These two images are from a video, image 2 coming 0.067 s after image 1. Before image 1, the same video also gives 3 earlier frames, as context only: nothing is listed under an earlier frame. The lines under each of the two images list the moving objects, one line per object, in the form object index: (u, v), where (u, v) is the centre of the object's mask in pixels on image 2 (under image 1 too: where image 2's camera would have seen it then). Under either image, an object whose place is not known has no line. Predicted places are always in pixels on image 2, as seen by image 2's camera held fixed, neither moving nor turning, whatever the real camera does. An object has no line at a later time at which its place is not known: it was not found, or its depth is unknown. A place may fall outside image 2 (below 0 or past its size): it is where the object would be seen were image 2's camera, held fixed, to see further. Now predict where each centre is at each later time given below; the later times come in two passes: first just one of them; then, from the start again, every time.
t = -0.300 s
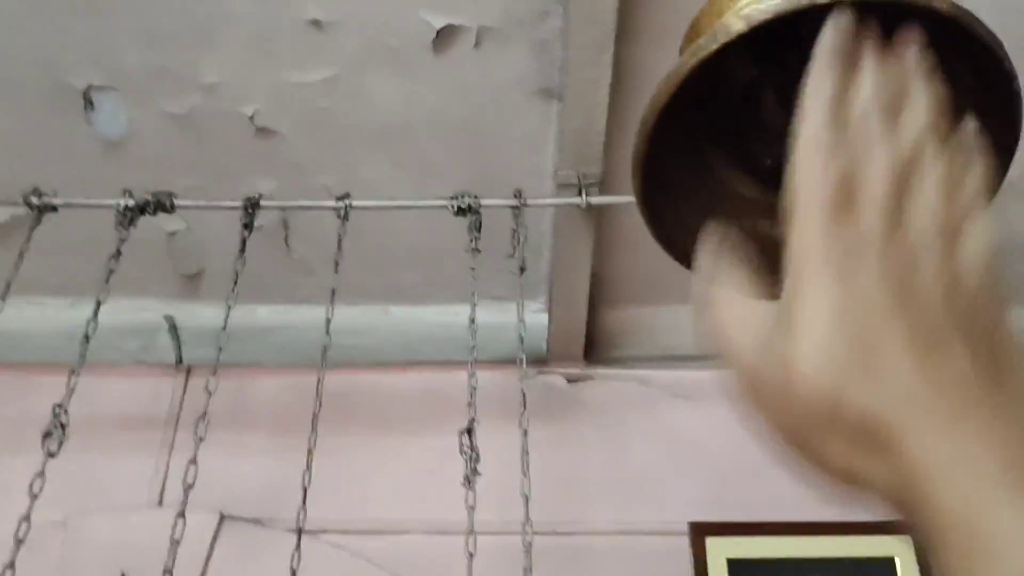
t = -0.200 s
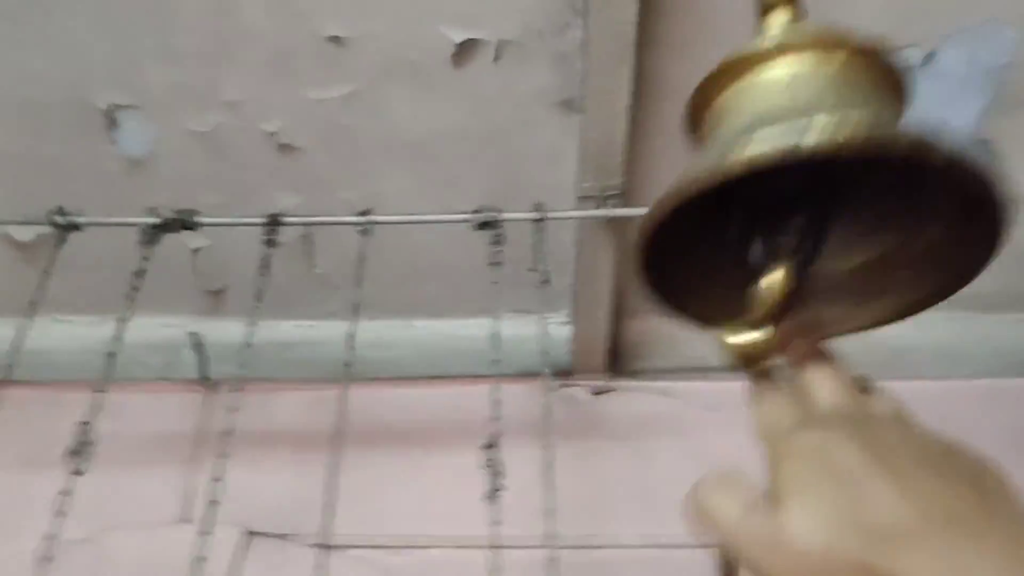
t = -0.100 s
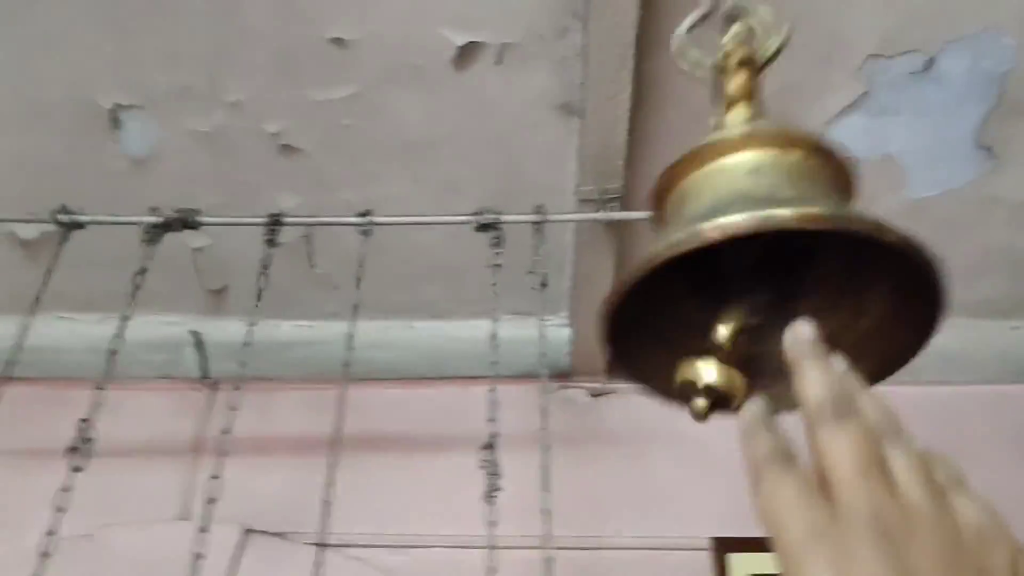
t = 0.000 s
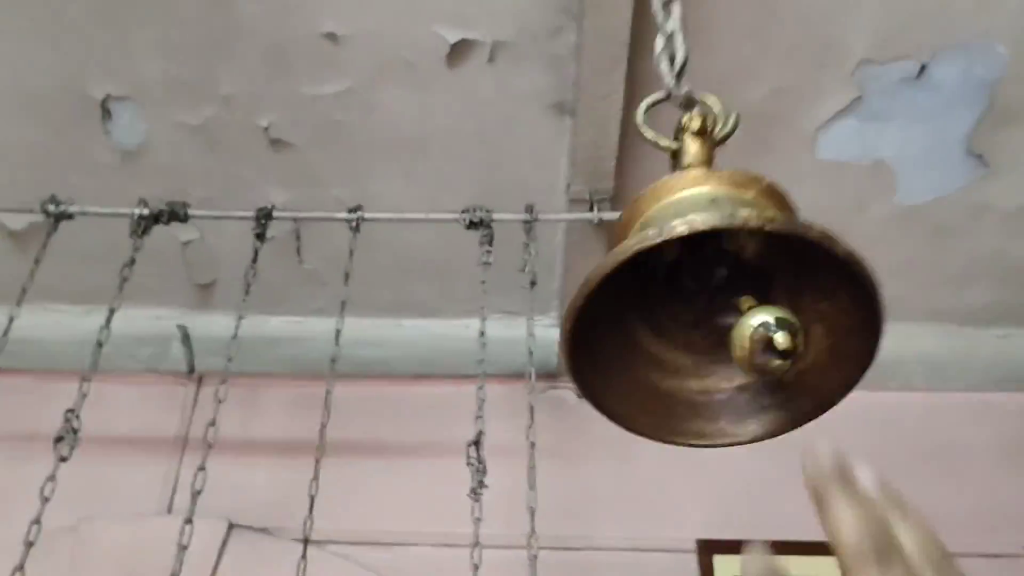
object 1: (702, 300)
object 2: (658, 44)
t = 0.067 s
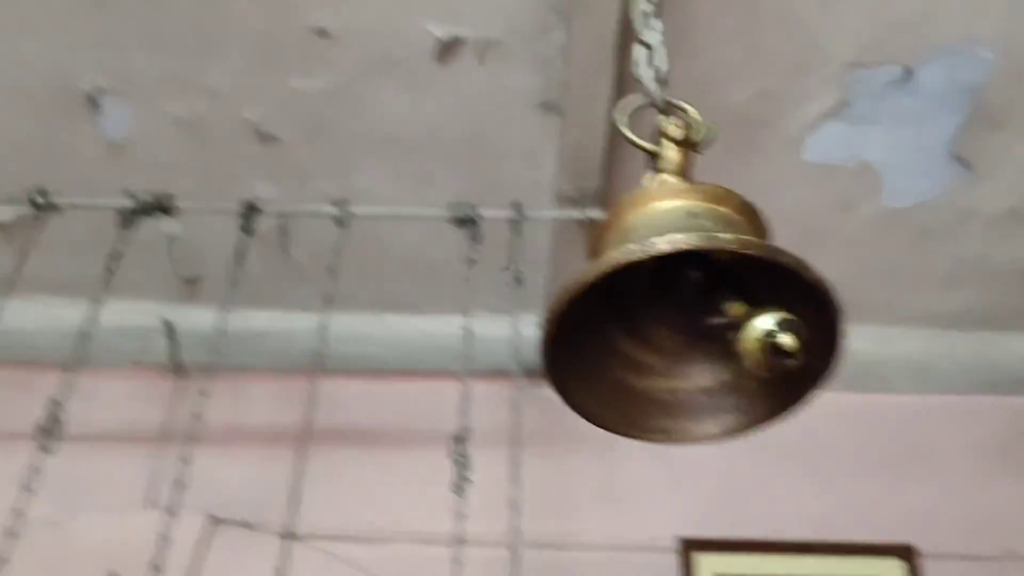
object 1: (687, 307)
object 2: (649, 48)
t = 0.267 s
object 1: (675, 343)
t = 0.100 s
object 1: (684, 310)
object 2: (647, 47)
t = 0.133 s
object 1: (682, 314)
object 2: (645, 49)
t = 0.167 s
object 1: (681, 322)
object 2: (641, 52)
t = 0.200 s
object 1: (680, 329)
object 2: (640, 55)
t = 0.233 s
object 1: (678, 337)
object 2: (641, 58)
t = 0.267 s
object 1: (675, 343)
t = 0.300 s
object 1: (673, 349)
